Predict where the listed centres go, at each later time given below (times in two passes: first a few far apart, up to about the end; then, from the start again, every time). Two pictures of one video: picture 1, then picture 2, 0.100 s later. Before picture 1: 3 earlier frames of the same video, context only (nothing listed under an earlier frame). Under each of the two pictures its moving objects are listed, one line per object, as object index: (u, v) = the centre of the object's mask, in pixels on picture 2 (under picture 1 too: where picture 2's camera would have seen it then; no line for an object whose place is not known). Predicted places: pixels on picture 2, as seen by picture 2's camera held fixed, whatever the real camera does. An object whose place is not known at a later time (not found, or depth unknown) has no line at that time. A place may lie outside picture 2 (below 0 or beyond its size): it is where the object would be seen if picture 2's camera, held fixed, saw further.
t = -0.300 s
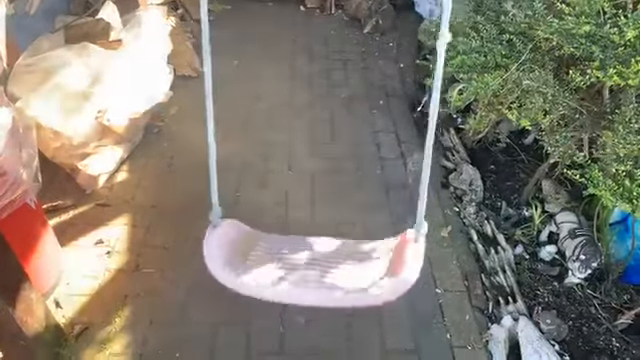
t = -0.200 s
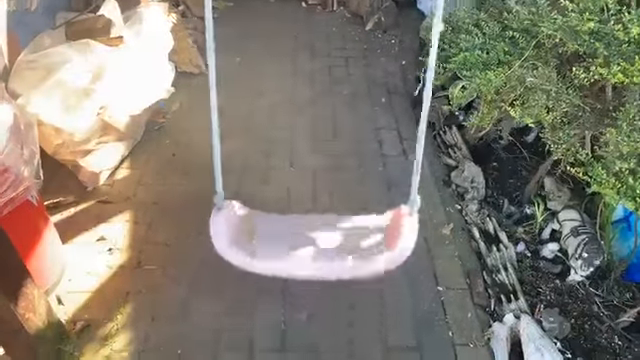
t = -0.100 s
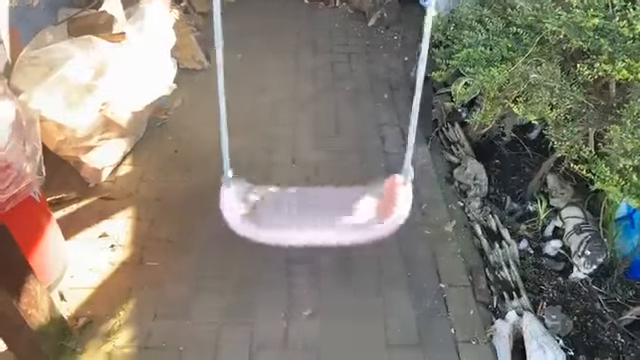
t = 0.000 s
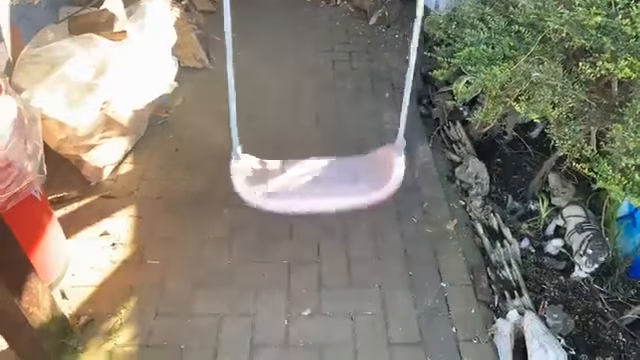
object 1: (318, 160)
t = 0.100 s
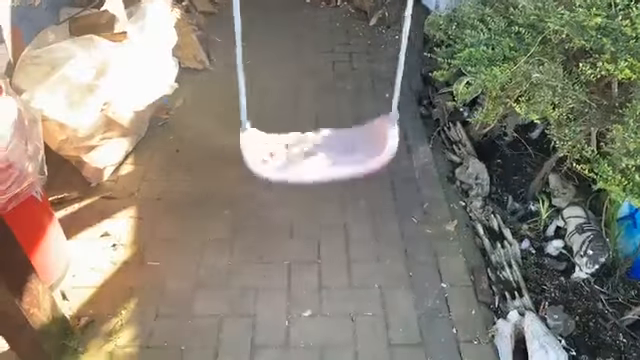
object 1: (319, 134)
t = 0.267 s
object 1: (323, 95)
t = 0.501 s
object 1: (327, 47)
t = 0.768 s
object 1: (330, 16)
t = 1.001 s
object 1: (332, 19)
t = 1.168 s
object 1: (332, 39)
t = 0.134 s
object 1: (320, 127)
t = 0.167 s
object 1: (321, 118)
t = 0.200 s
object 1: (322, 110)
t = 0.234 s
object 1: (322, 102)
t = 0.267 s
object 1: (323, 95)
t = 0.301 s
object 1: (324, 87)
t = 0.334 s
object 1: (325, 79)
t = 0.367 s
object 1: (325, 73)
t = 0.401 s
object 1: (325, 65)
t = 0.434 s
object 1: (326, 59)
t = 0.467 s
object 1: (326, 53)
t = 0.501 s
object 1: (327, 47)
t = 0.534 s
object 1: (327, 41)
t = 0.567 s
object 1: (328, 36)
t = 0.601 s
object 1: (328, 32)
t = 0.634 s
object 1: (329, 28)
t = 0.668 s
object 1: (330, 24)
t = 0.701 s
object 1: (330, 21)
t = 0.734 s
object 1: (330, 18)
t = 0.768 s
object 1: (330, 16)
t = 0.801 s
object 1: (331, 15)
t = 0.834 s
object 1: (331, 14)
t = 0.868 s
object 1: (331, 14)
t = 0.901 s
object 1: (332, 14)
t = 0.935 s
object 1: (332, 15)
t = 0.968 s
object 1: (332, 17)
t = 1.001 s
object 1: (332, 19)
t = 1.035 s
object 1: (332, 22)
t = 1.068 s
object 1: (333, 26)
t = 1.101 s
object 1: (333, 30)
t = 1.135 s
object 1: (333, 34)
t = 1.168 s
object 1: (332, 39)
